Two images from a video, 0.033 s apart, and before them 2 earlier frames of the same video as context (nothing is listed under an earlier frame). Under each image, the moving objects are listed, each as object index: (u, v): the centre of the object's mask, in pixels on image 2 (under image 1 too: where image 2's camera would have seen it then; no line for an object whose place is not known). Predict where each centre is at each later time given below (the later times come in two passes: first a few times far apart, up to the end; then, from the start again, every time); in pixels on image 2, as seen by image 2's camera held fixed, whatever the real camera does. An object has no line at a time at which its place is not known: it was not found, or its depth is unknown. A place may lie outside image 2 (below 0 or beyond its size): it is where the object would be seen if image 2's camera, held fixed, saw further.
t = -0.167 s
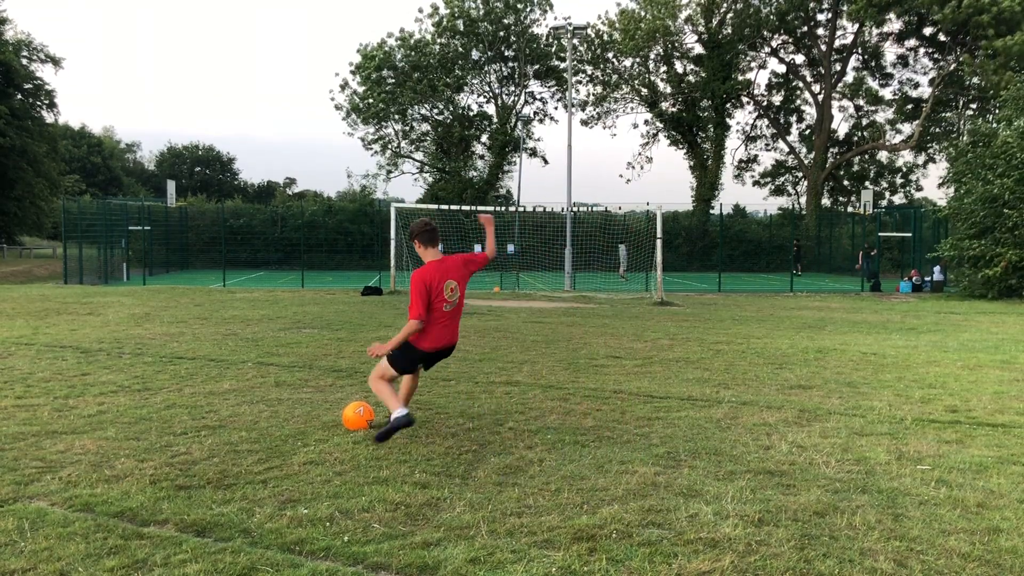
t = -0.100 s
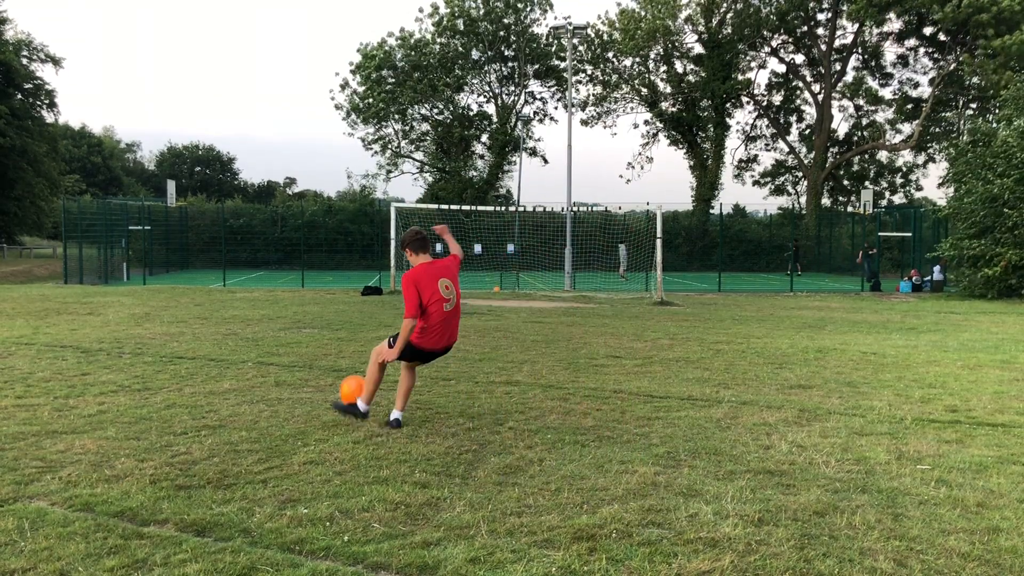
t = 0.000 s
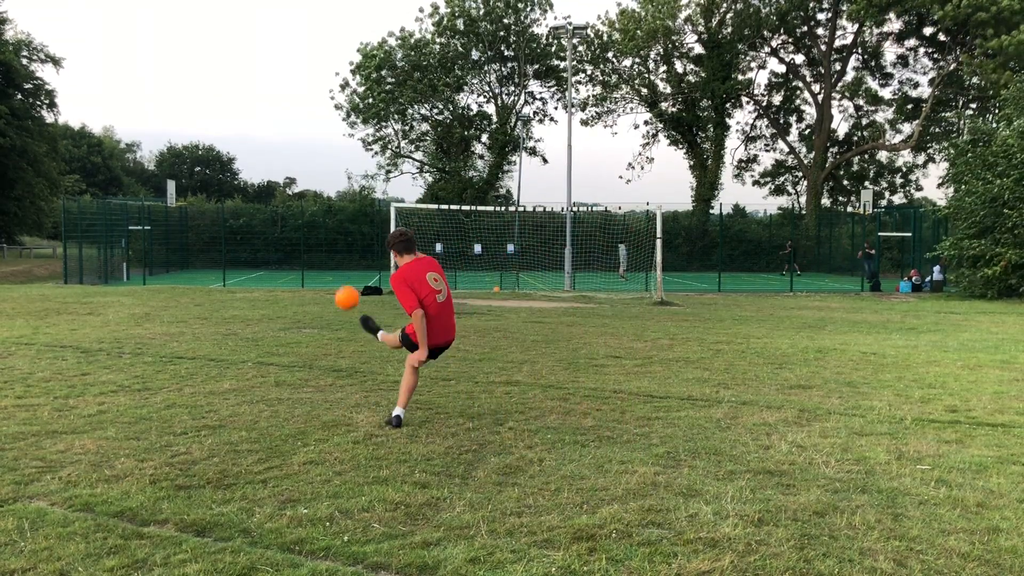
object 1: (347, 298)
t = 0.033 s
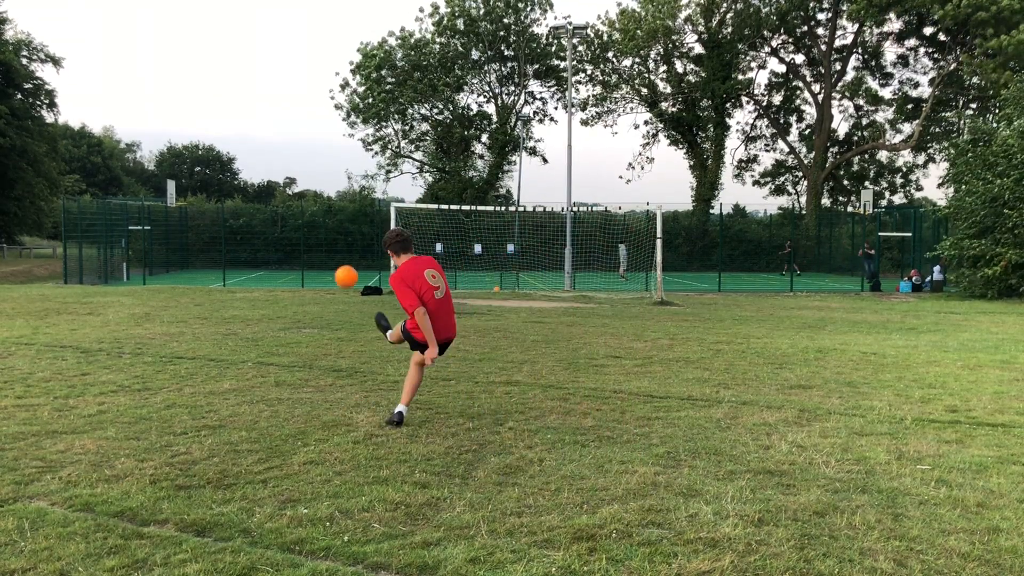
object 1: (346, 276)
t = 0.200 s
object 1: (348, 215)
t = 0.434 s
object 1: (358, 195)
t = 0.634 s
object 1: (370, 205)
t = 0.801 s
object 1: (379, 225)
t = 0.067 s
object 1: (346, 259)
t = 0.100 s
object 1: (346, 245)
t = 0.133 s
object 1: (347, 233)
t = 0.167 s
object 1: (347, 223)
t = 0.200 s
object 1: (348, 215)
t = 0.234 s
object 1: (349, 208)
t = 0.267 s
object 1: (350, 204)
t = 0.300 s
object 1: (352, 200)
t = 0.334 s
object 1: (353, 197)
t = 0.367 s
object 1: (355, 195)
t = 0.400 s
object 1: (357, 195)
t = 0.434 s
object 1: (358, 195)
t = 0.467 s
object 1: (360, 195)
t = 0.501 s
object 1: (362, 196)
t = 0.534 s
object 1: (364, 198)
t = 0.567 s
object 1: (366, 200)
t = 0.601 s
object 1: (368, 202)
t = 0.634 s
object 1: (370, 205)
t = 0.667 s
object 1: (371, 208)
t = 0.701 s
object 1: (373, 212)
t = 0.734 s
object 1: (375, 216)
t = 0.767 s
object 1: (377, 220)
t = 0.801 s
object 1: (379, 225)
